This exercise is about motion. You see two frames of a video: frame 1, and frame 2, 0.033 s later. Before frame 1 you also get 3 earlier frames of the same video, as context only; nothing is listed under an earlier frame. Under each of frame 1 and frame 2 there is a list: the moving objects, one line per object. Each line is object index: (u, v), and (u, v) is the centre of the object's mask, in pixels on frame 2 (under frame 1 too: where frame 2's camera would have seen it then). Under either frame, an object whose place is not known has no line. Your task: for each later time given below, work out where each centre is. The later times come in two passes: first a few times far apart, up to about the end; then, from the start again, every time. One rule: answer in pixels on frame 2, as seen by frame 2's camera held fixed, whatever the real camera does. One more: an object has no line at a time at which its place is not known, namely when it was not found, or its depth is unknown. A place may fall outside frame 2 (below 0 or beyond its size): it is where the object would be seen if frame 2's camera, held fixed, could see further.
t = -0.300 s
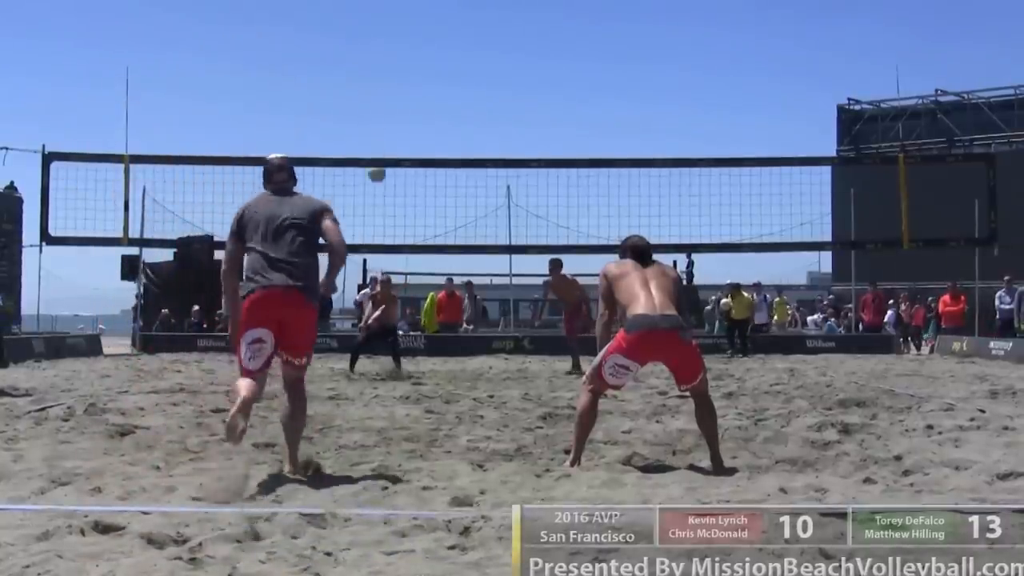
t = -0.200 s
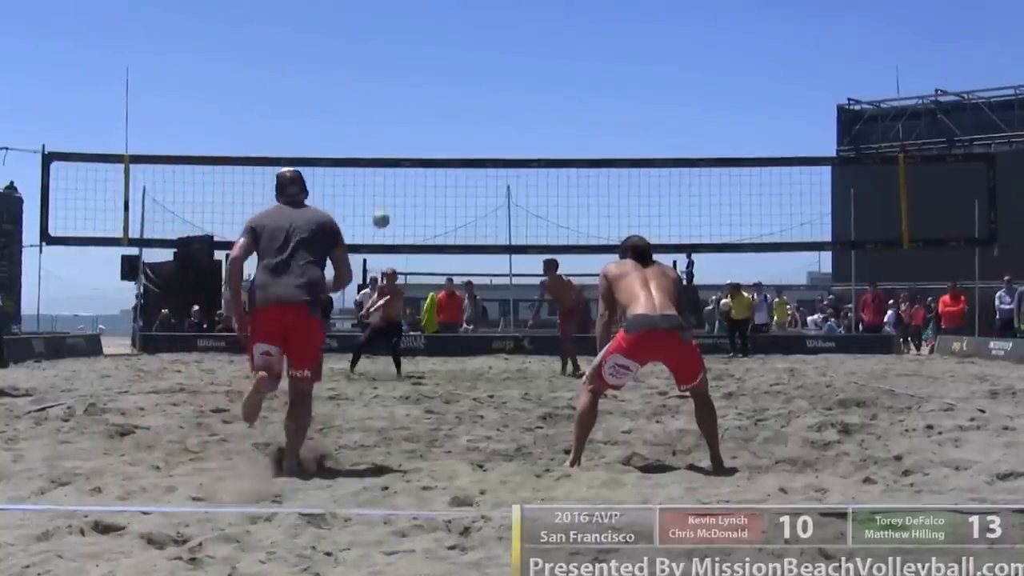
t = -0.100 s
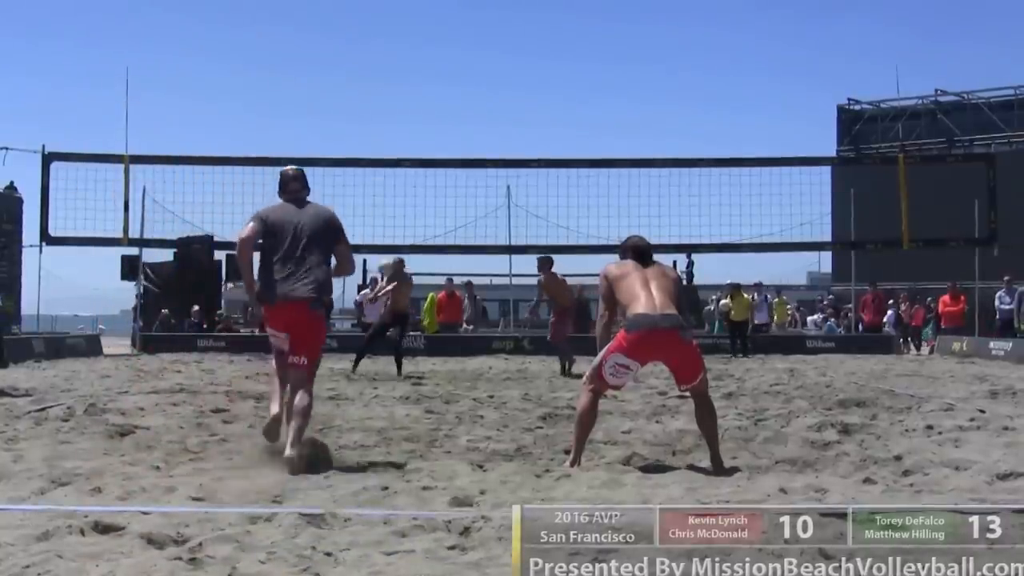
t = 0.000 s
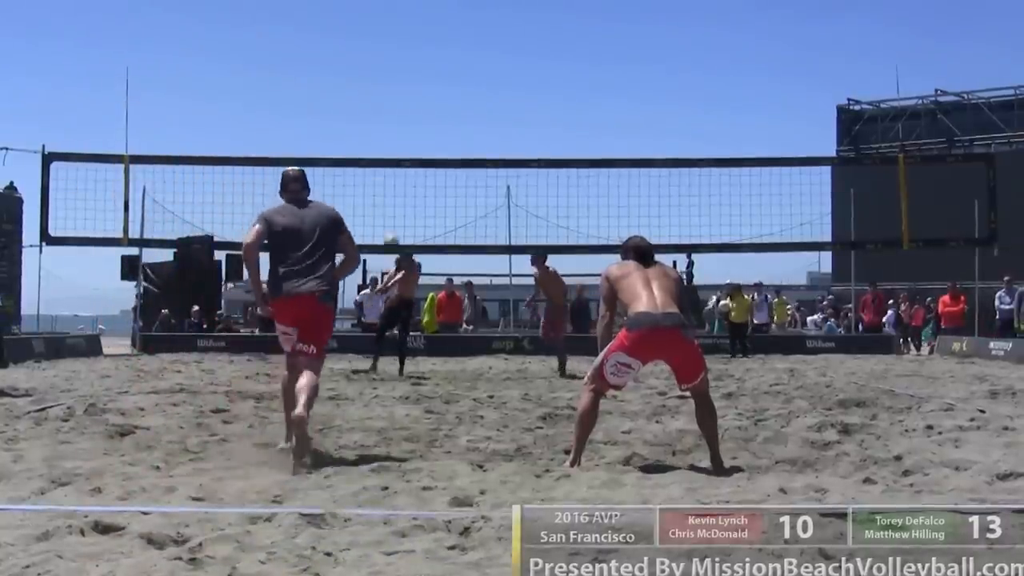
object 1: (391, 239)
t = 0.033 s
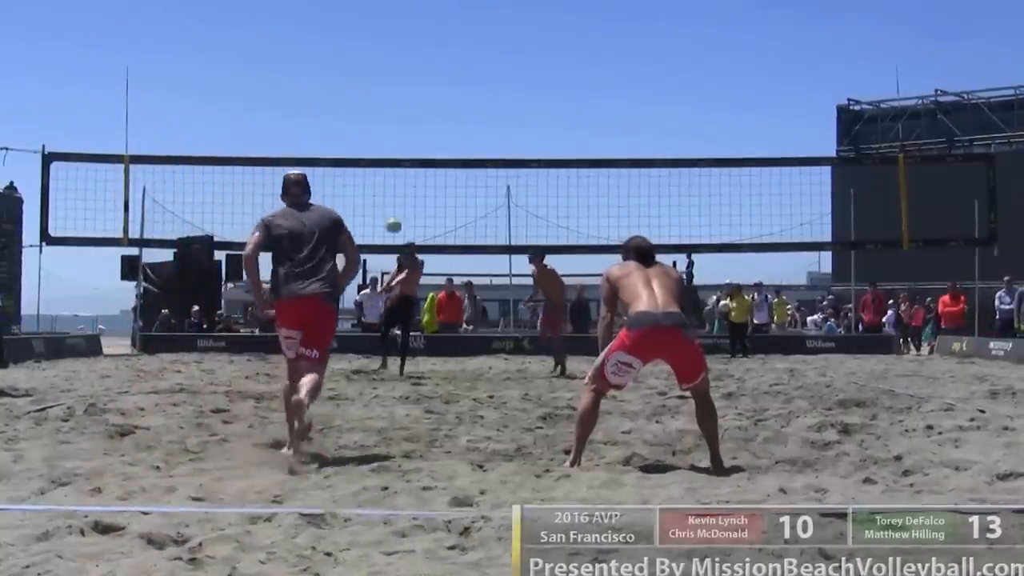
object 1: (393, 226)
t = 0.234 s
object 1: (405, 138)
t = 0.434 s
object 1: (415, 77)
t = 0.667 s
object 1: (427, 42)
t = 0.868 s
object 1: (435, 44)
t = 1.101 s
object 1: (442, 86)
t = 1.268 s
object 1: (443, 142)
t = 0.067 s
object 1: (396, 210)
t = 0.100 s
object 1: (398, 193)
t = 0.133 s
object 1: (399, 179)
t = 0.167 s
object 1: (402, 168)
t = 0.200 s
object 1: (403, 150)
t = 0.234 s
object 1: (405, 138)
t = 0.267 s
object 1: (407, 125)
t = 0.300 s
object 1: (409, 114)
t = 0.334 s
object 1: (410, 103)
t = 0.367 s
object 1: (412, 94)
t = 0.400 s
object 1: (414, 85)
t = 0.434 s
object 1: (415, 77)
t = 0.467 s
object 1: (417, 70)
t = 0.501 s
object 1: (419, 63)
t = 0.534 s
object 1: (421, 57)
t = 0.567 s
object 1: (422, 52)
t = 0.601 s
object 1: (424, 48)
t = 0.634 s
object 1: (425, 44)
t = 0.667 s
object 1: (427, 42)
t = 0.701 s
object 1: (428, 40)
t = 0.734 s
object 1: (430, 39)
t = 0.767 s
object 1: (431, 39)
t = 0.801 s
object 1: (432, 40)
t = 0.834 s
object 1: (434, 42)
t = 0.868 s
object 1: (435, 44)
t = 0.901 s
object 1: (437, 48)
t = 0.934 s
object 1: (438, 52)
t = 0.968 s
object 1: (439, 57)
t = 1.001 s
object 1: (440, 63)
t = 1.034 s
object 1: (441, 69)
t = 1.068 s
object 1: (442, 77)
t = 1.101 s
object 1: (442, 86)
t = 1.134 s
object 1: (443, 95)
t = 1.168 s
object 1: (443, 105)
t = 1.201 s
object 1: (443, 116)
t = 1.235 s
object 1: (444, 129)
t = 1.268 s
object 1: (443, 142)
